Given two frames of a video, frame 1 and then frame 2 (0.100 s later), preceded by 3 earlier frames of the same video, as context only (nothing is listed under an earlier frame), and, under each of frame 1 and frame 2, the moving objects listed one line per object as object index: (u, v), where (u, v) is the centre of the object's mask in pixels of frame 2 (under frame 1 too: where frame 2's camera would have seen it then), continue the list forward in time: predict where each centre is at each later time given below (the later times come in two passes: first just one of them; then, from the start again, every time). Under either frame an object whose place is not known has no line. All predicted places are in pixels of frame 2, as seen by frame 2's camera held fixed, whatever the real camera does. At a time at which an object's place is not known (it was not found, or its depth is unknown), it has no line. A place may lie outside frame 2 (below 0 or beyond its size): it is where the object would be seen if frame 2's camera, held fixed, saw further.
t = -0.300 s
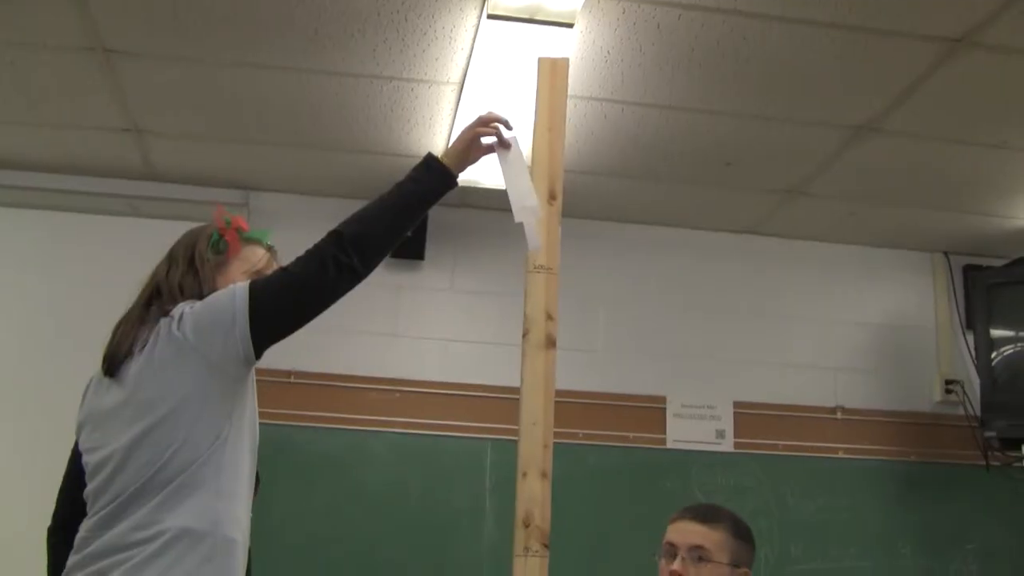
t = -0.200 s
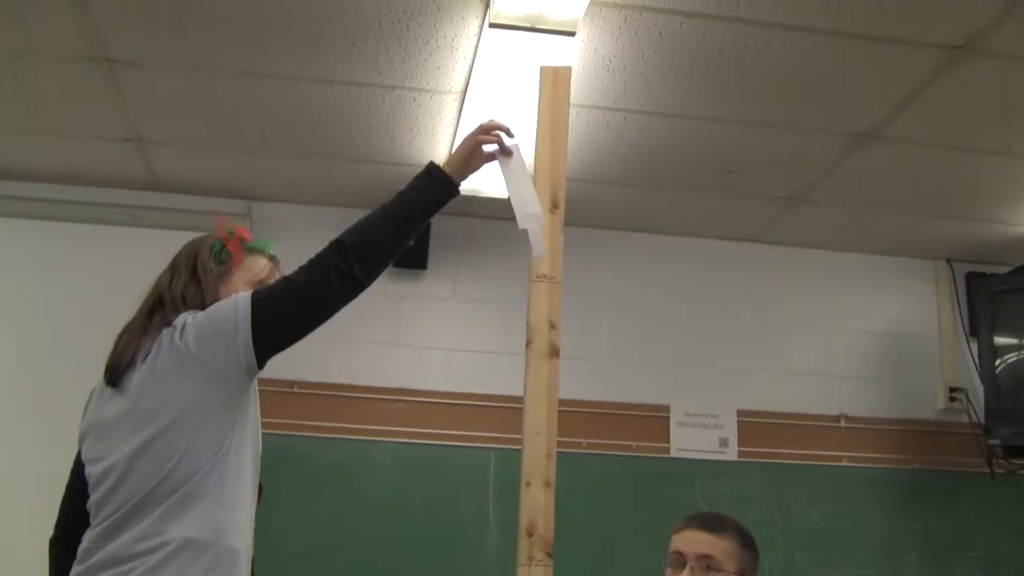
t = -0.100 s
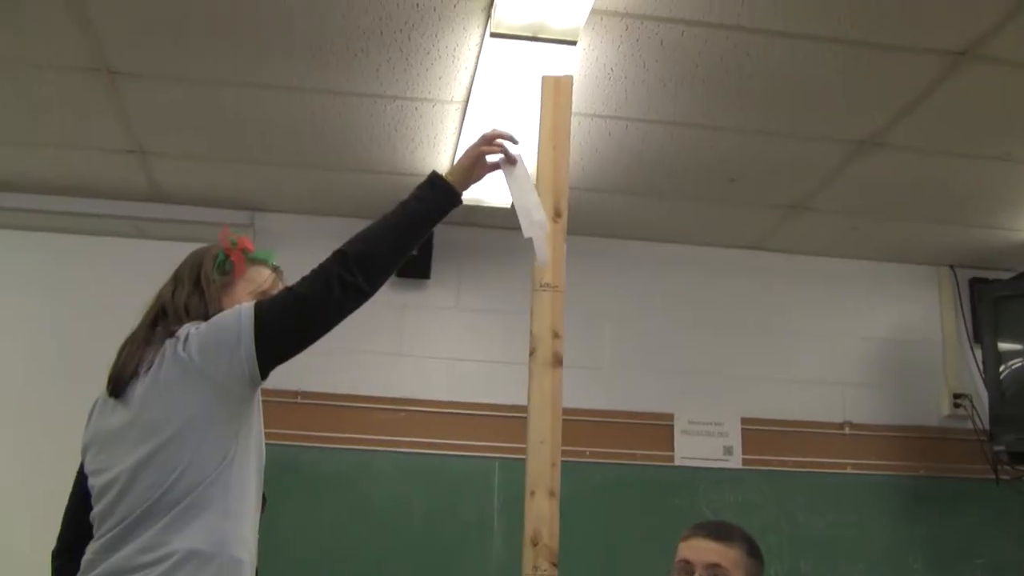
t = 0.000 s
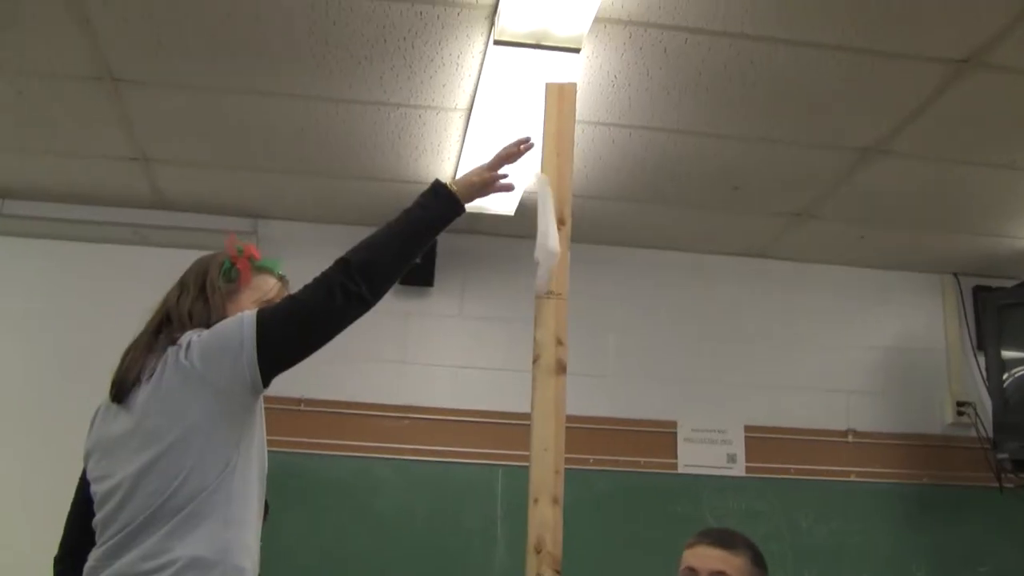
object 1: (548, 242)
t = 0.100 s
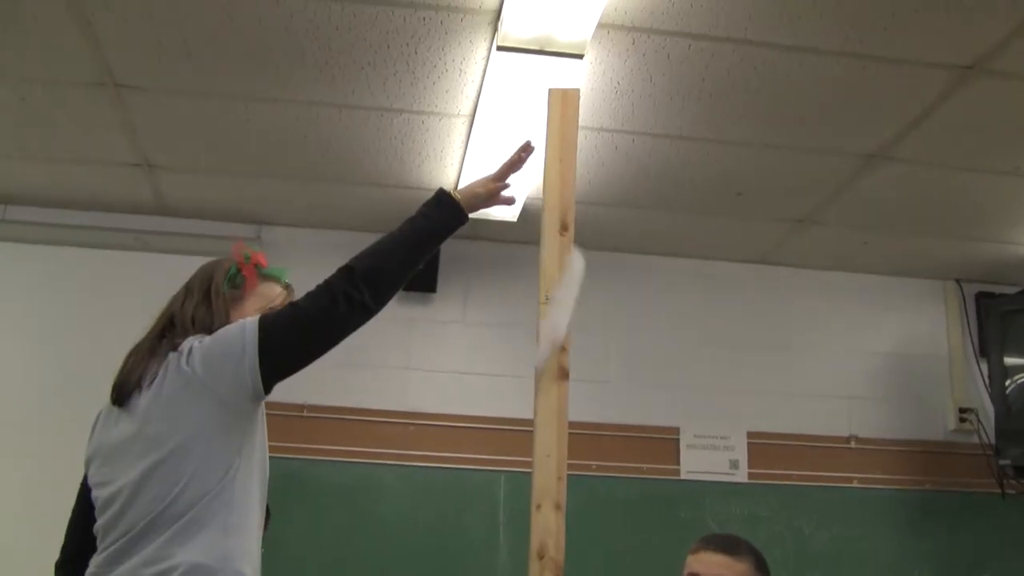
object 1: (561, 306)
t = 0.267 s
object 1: (567, 535)
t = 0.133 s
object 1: (563, 342)
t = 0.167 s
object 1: (563, 387)
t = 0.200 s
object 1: (565, 433)
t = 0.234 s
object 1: (563, 488)
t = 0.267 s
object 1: (567, 535)
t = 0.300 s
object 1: (573, 580)
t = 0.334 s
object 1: (555, 624)
